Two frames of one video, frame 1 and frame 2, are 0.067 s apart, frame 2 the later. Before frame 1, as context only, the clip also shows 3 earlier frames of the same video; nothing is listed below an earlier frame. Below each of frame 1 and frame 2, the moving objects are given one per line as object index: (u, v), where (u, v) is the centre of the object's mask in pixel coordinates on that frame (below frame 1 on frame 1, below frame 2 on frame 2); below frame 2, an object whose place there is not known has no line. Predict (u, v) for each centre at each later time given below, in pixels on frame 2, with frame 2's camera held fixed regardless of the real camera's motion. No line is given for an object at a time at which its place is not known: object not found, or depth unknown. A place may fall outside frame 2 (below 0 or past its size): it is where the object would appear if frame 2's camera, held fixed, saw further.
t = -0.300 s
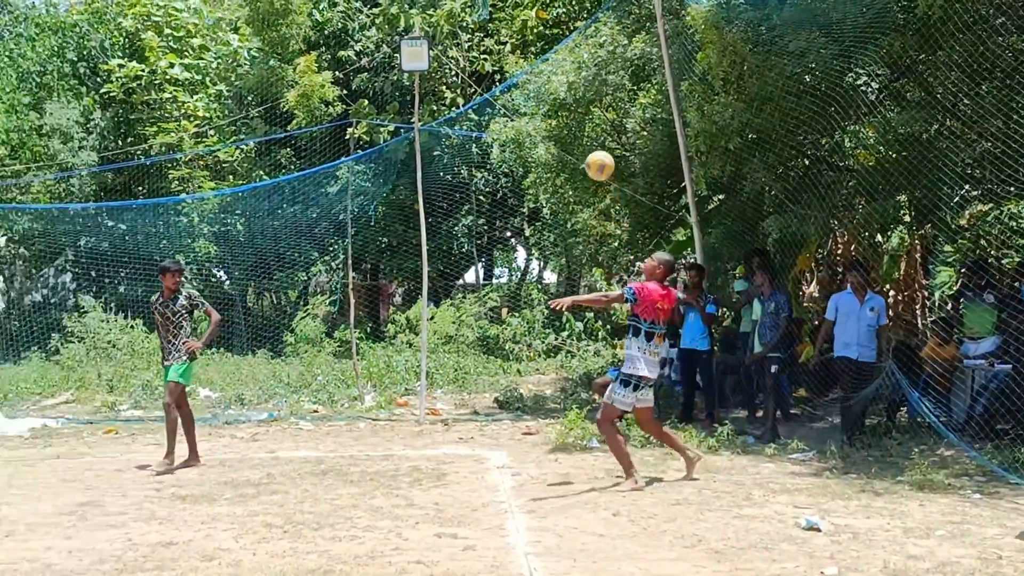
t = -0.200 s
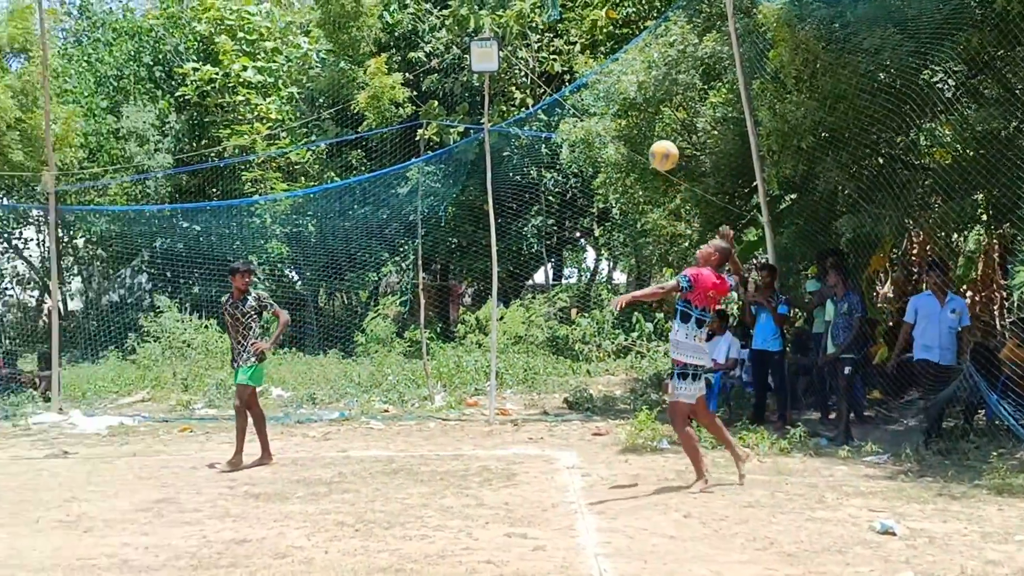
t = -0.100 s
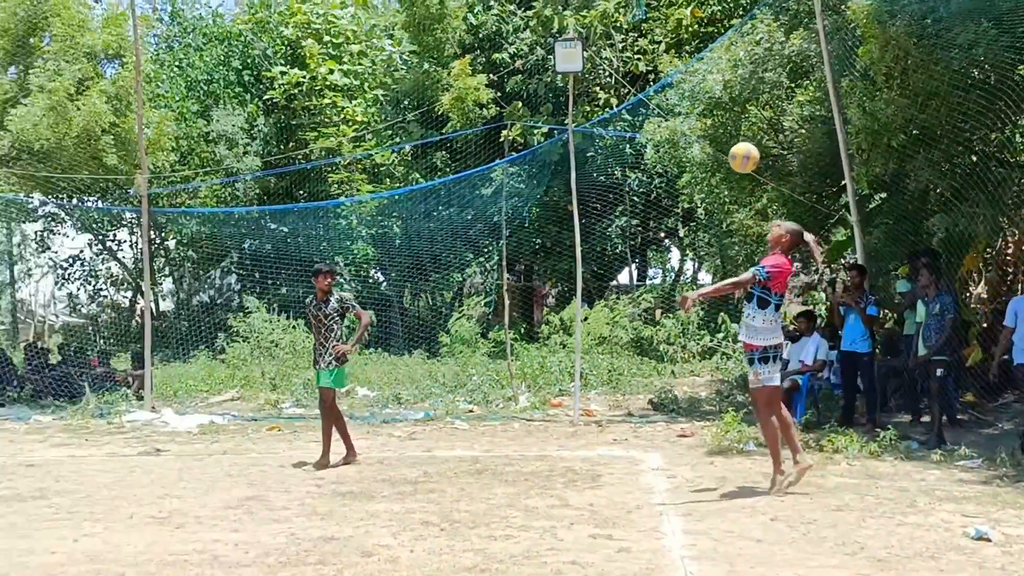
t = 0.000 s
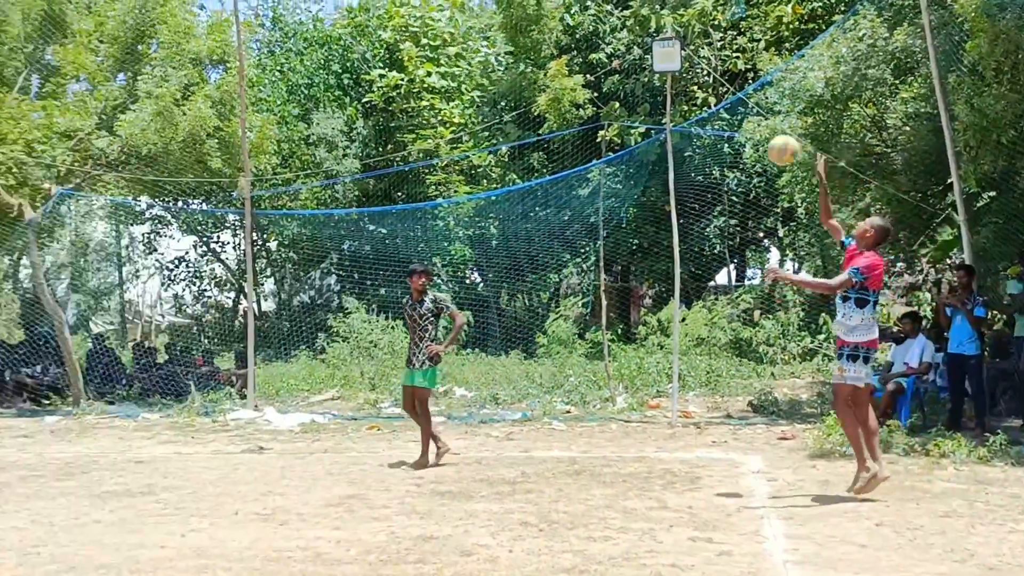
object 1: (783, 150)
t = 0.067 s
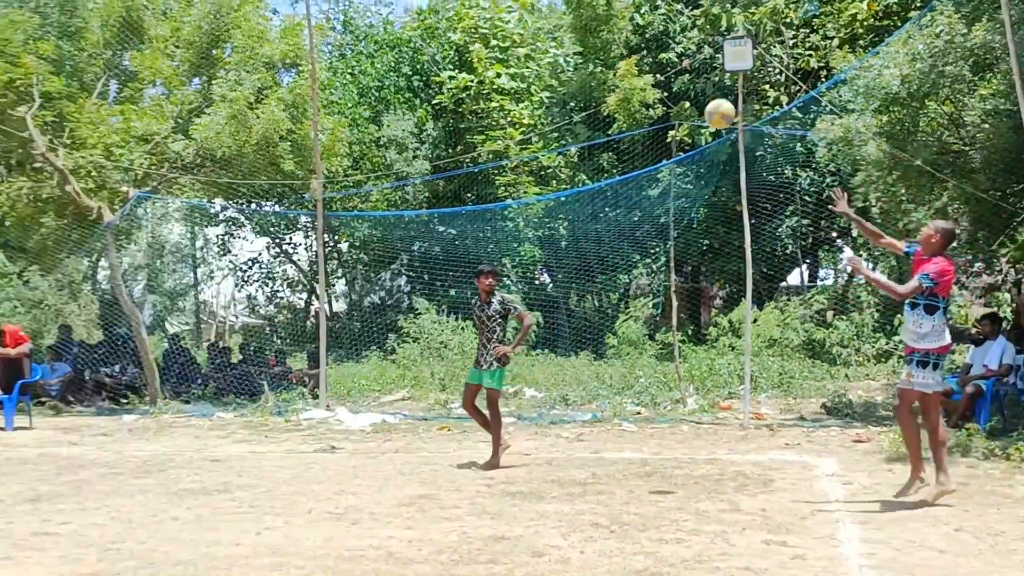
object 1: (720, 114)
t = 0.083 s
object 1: (687, 106)
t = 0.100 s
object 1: (656, 100)
